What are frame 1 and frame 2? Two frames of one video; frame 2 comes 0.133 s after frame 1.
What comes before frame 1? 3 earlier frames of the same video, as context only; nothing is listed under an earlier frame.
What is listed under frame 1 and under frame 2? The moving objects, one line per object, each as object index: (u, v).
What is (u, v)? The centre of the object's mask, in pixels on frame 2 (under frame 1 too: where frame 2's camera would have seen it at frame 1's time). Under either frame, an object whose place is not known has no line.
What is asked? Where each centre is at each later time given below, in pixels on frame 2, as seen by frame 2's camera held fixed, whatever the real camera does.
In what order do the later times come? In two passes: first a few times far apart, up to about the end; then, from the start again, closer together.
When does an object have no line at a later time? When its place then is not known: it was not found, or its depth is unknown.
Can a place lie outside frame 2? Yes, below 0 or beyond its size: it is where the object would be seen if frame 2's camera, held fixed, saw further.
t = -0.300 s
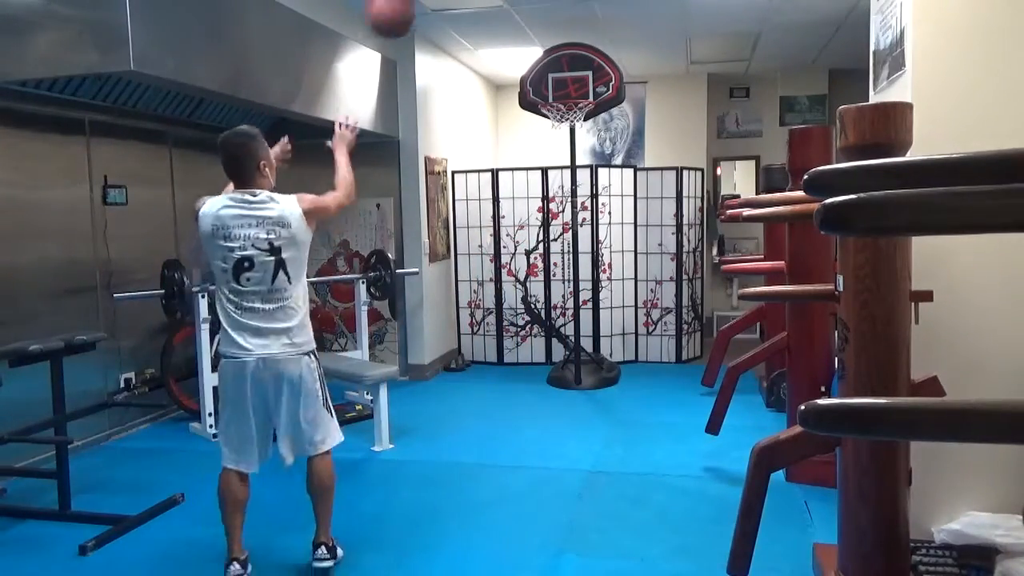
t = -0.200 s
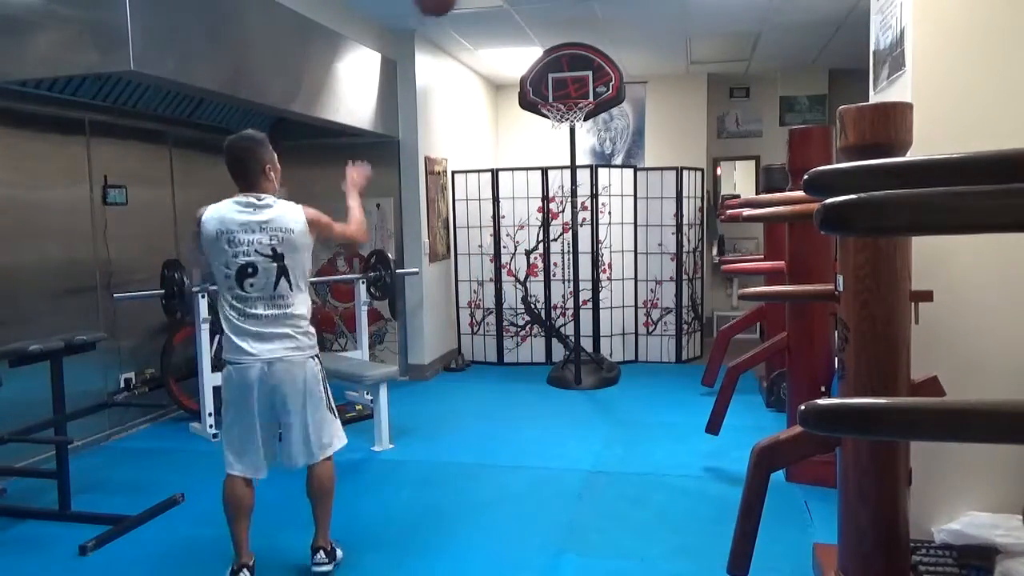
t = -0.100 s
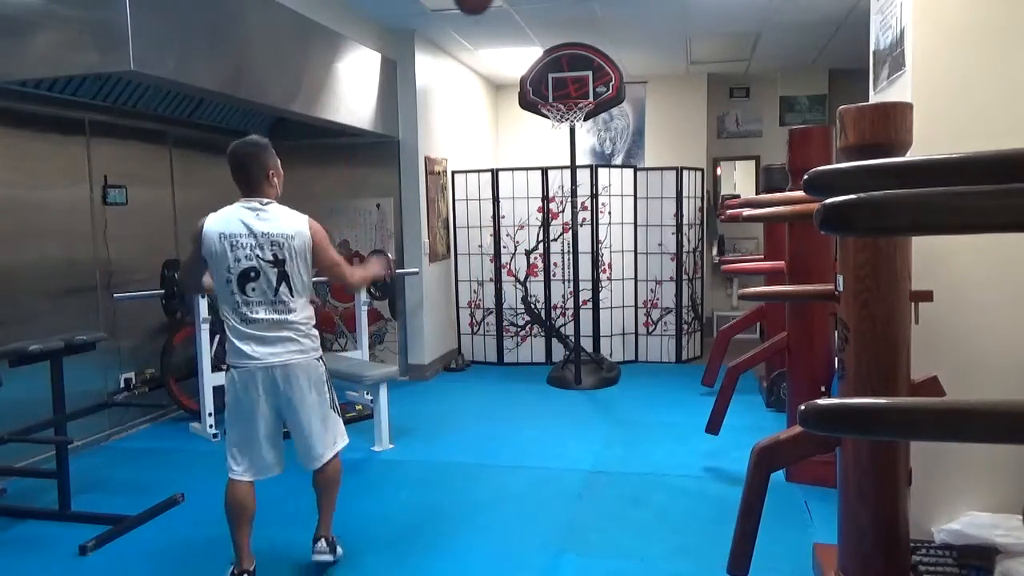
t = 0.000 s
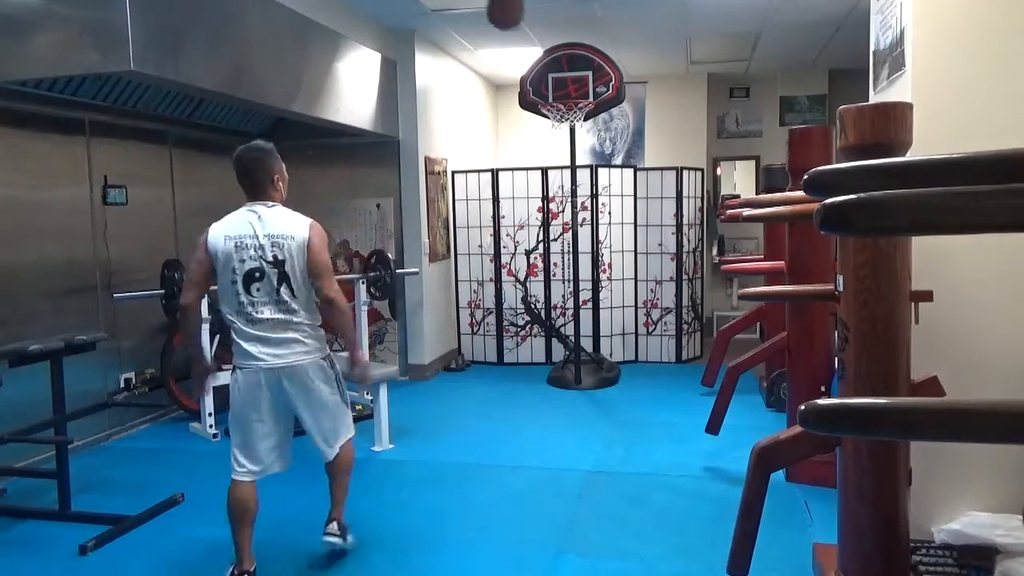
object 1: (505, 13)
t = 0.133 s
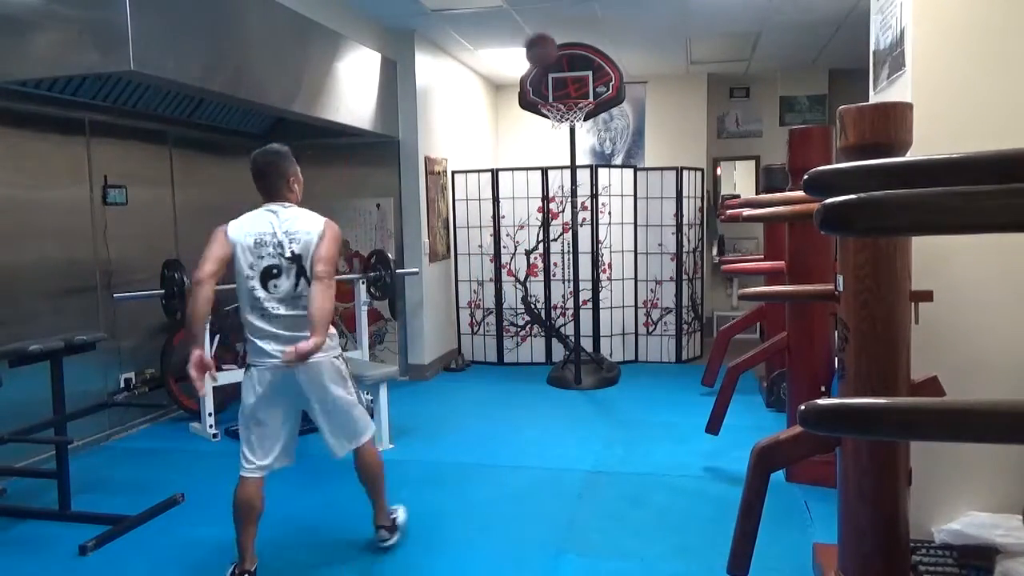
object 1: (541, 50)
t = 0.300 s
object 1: (565, 109)
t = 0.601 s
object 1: (574, 171)
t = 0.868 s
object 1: (582, 267)
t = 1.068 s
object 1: (588, 374)
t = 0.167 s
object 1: (550, 64)
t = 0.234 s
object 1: (563, 89)
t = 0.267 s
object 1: (565, 93)
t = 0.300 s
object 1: (565, 109)
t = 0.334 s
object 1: (565, 125)
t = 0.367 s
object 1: (567, 124)
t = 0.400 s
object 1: (569, 125)
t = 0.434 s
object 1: (569, 128)
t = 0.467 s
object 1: (570, 133)
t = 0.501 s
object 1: (571, 140)
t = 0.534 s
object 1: (572, 149)
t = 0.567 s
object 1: (573, 159)
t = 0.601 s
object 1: (574, 171)
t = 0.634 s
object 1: (574, 178)
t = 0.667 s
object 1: (575, 186)
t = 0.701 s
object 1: (576, 196)
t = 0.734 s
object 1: (578, 207)
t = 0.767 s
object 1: (578, 220)
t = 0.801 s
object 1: (579, 234)
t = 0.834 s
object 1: (580, 251)
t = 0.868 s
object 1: (582, 267)
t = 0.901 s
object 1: (582, 287)
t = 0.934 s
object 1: (583, 306)
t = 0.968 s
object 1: (586, 329)
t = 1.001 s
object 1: (586, 353)
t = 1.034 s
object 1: (588, 375)
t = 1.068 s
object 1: (588, 374)
